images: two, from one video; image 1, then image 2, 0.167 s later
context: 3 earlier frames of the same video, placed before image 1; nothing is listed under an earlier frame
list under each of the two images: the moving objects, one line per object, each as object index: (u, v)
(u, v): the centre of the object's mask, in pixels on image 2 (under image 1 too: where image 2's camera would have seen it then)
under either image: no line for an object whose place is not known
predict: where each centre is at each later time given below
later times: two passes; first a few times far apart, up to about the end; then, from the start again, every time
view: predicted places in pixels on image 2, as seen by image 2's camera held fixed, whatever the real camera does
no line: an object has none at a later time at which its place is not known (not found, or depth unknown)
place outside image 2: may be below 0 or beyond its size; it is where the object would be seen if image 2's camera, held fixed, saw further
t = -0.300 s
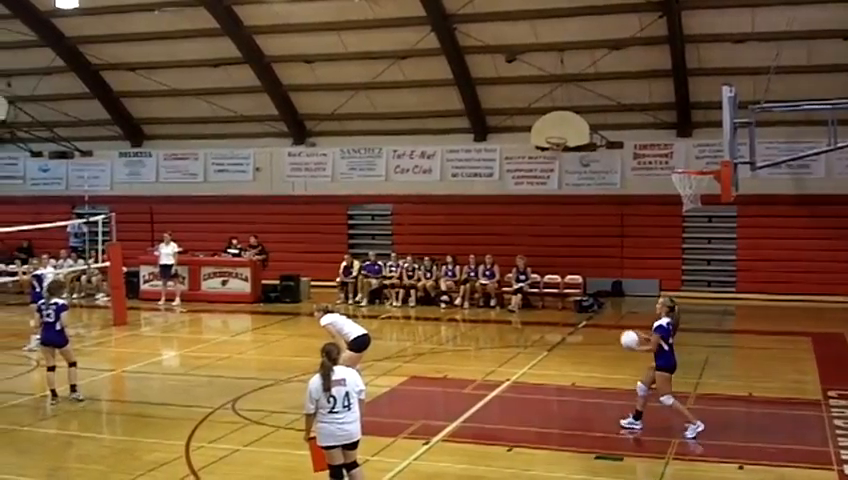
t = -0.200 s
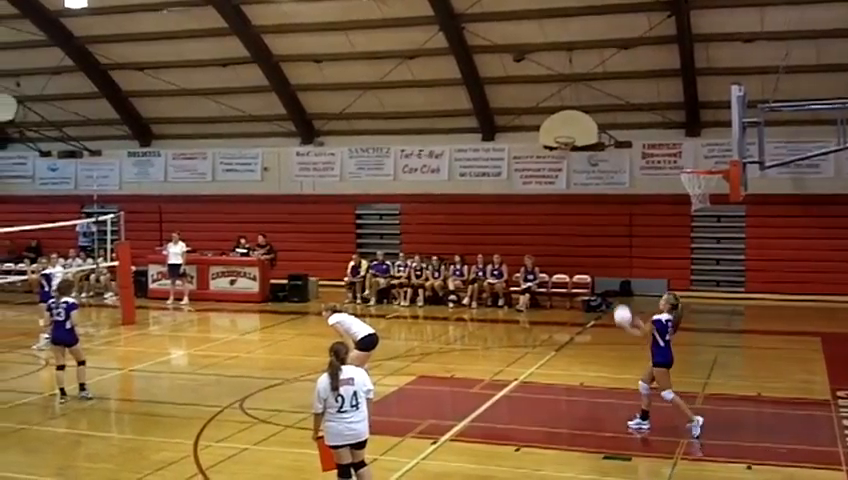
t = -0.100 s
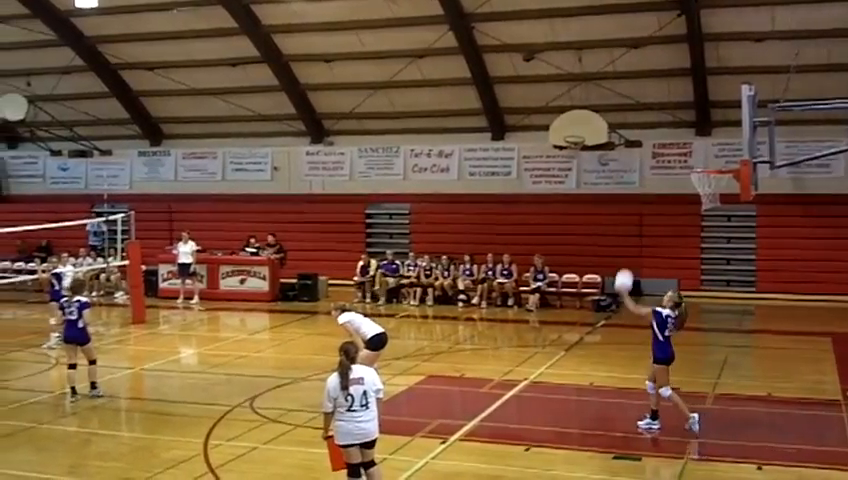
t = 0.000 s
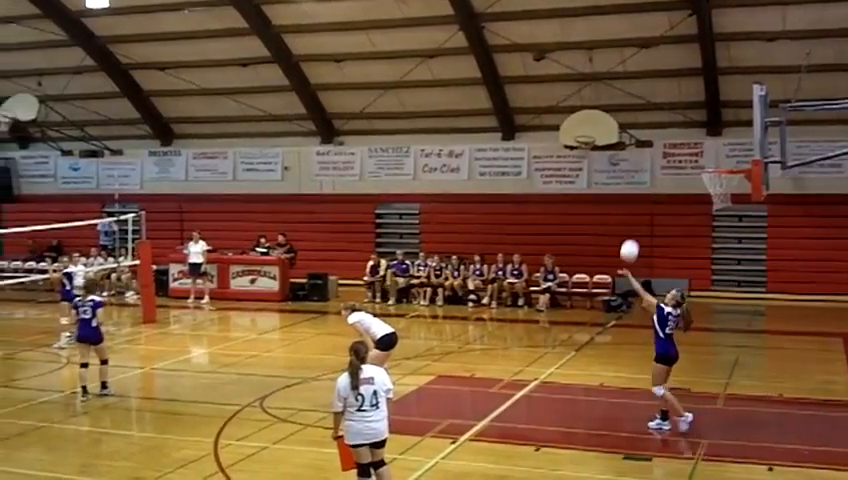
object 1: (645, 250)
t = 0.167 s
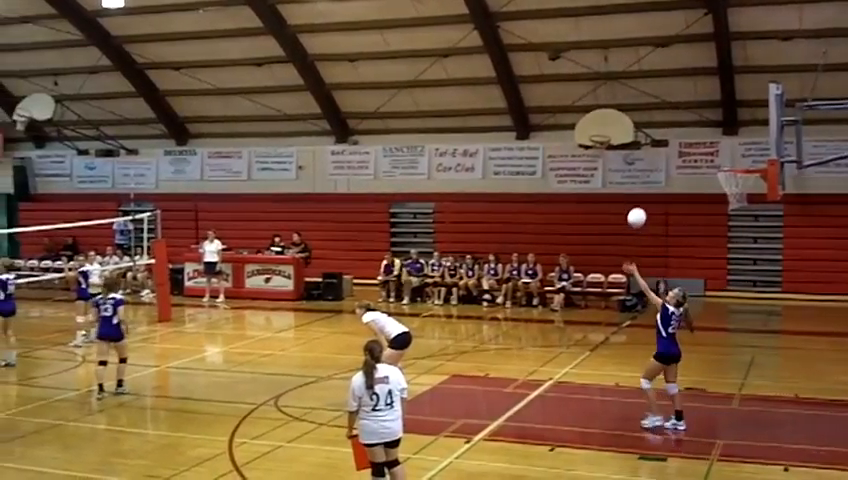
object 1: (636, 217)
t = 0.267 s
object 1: (632, 208)
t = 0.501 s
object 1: (621, 219)
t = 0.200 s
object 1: (635, 213)
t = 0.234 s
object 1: (633, 211)
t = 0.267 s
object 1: (632, 208)
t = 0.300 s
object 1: (630, 208)
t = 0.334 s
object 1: (629, 207)
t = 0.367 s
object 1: (627, 208)
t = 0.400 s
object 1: (626, 209)
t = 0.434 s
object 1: (624, 212)
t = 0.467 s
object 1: (623, 215)
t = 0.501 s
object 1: (621, 219)
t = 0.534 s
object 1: (619, 224)
